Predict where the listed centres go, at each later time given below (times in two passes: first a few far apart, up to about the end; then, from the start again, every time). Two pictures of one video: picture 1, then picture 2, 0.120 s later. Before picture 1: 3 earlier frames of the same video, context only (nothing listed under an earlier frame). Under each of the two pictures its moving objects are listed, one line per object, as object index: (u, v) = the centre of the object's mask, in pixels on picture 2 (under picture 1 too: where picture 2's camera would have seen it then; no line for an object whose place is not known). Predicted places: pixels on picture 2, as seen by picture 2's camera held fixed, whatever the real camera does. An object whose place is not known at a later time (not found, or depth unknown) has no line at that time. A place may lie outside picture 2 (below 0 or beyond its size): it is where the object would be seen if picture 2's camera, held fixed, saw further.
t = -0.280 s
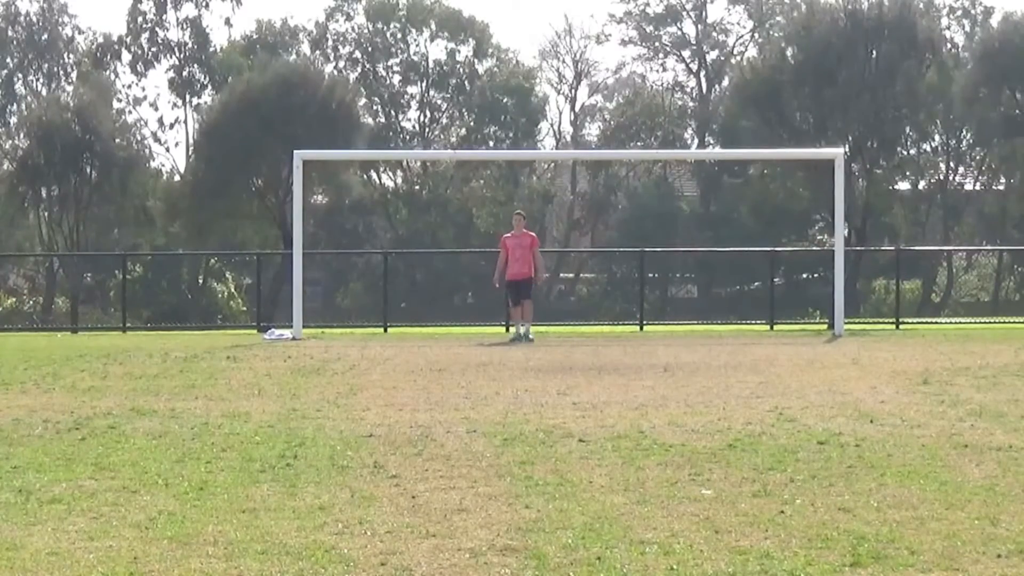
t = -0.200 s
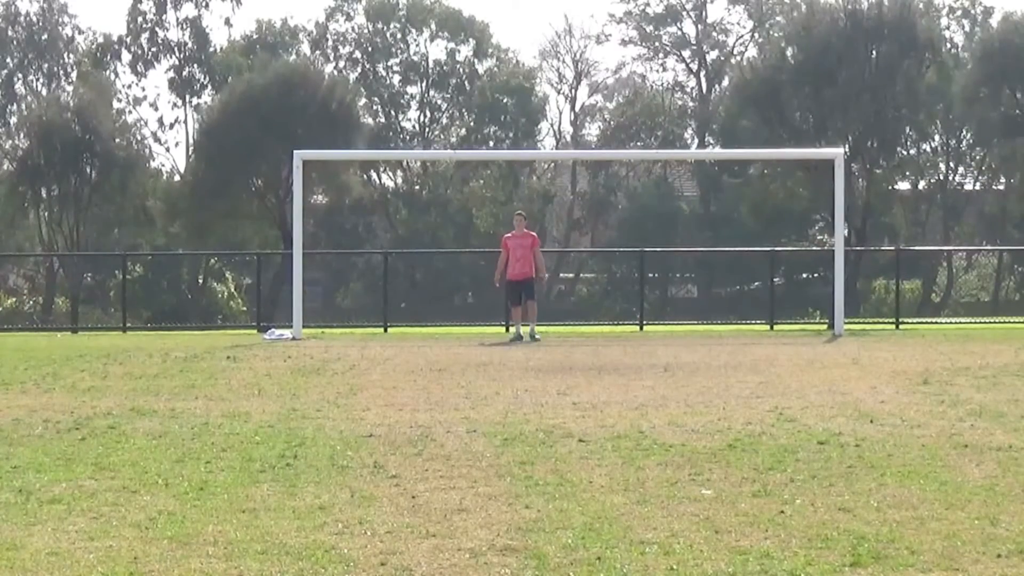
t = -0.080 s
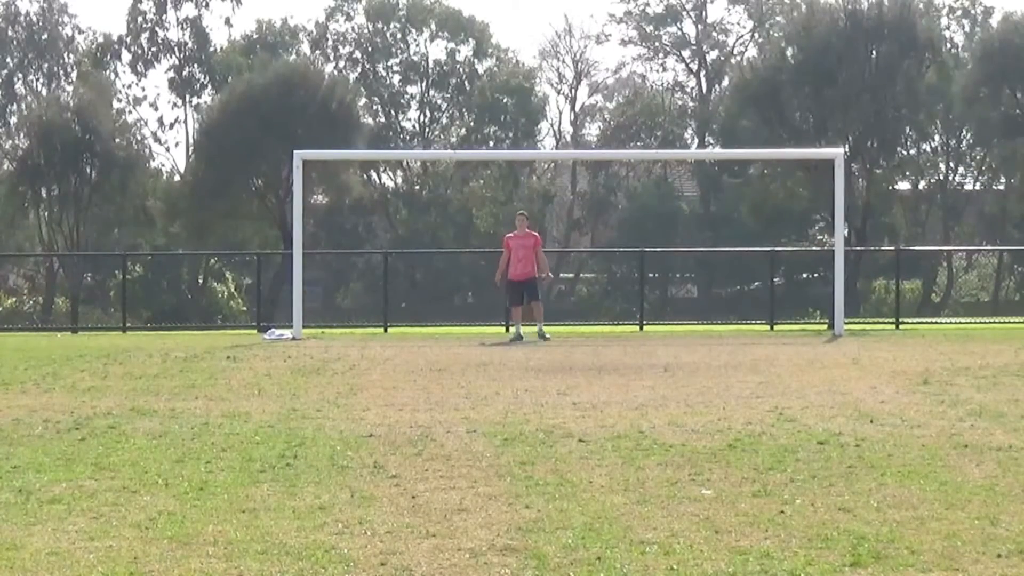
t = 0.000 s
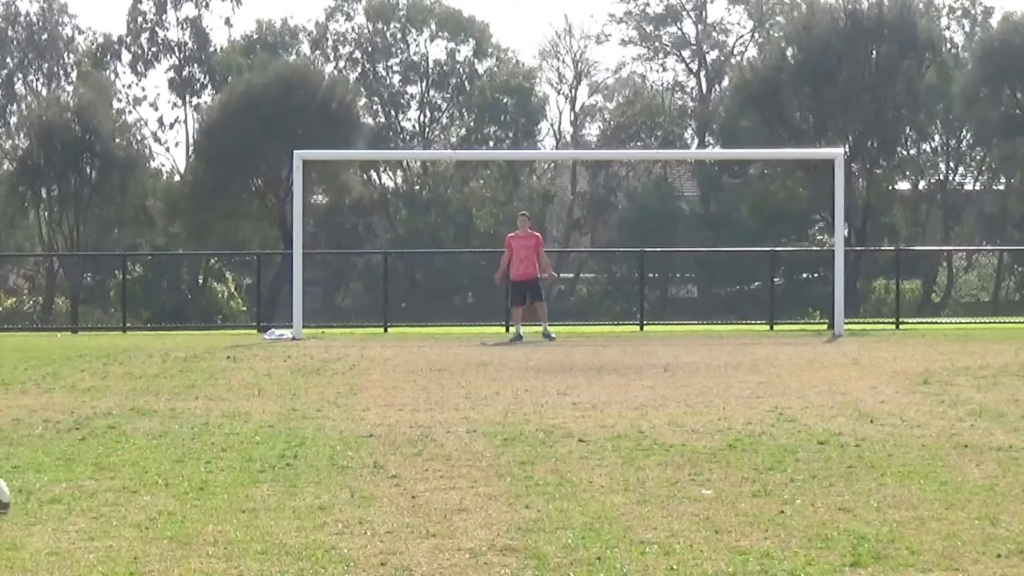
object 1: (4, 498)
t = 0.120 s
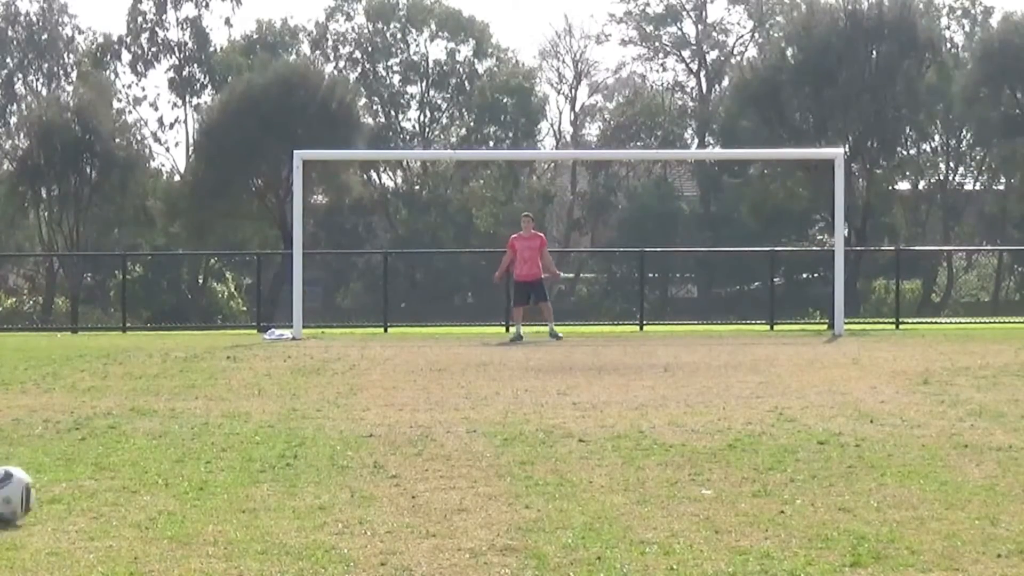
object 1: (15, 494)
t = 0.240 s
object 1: (29, 493)
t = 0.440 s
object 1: (64, 489)
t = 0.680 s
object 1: (102, 484)
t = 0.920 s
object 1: (133, 479)
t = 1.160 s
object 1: (161, 476)
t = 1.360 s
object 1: (181, 473)
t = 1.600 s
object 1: (200, 469)
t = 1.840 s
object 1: (213, 467)
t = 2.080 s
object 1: (225, 464)
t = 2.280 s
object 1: (234, 463)
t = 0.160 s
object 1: (18, 495)
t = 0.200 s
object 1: (23, 494)
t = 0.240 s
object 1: (29, 493)
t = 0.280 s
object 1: (34, 492)
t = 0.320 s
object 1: (43, 491)
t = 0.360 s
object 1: (49, 490)
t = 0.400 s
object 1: (57, 489)
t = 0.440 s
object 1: (64, 489)
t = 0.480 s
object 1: (70, 488)
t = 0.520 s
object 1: (76, 487)
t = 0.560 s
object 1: (82, 486)
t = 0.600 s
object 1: (89, 485)
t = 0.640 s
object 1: (95, 484)
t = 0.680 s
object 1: (102, 484)
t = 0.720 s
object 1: (107, 484)
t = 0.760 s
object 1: (112, 482)
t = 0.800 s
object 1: (118, 482)
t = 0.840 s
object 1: (123, 481)
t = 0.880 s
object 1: (129, 480)
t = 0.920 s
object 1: (133, 479)
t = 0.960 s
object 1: (138, 479)
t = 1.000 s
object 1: (143, 478)
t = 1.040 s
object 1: (147, 477)
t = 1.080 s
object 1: (152, 477)
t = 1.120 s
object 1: (157, 477)
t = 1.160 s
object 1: (161, 476)
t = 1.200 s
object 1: (165, 476)
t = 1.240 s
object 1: (169, 475)
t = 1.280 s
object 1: (173, 474)
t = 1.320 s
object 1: (178, 473)
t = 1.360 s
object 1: (181, 473)
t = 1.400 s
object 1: (183, 472)
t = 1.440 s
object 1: (187, 471)
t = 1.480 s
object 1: (191, 471)
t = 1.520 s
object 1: (194, 470)
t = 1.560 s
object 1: (198, 469)
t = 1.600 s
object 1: (200, 469)
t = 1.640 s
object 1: (203, 468)
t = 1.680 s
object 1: (205, 469)
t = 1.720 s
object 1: (207, 468)
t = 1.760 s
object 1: (209, 468)
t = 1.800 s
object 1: (210, 467)
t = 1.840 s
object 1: (213, 467)
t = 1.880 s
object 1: (215, 467)
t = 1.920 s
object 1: (217, 466)
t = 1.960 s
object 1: (219, 466)
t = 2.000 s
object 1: (221, 465)
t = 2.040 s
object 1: (223, 465)
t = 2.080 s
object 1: (225, 464)
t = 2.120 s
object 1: (227, 464)
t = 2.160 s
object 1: (229, 464)
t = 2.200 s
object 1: (231, 464)
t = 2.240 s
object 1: (233, 463)
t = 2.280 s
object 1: (234, 463)
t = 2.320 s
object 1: (235, 463)
